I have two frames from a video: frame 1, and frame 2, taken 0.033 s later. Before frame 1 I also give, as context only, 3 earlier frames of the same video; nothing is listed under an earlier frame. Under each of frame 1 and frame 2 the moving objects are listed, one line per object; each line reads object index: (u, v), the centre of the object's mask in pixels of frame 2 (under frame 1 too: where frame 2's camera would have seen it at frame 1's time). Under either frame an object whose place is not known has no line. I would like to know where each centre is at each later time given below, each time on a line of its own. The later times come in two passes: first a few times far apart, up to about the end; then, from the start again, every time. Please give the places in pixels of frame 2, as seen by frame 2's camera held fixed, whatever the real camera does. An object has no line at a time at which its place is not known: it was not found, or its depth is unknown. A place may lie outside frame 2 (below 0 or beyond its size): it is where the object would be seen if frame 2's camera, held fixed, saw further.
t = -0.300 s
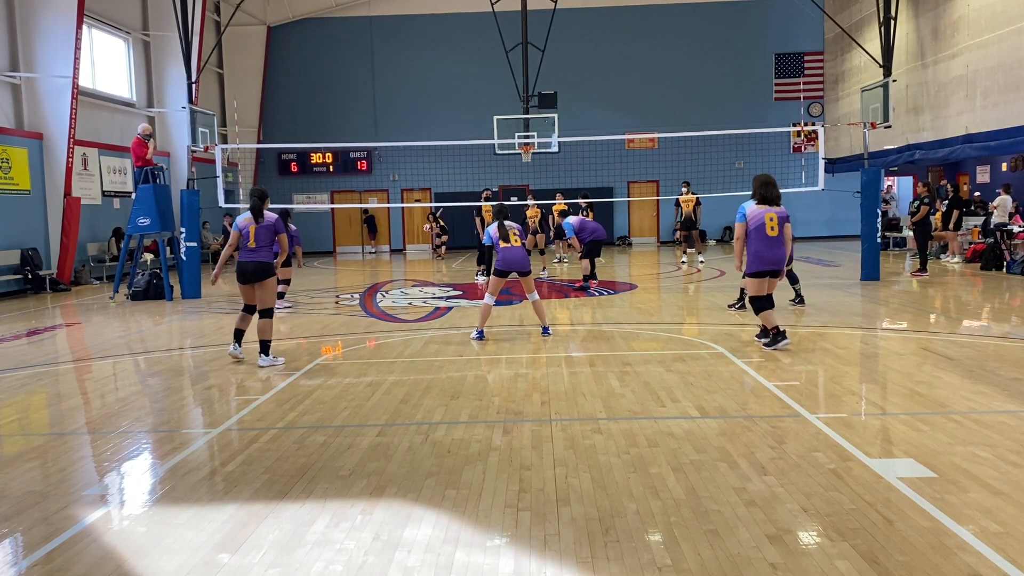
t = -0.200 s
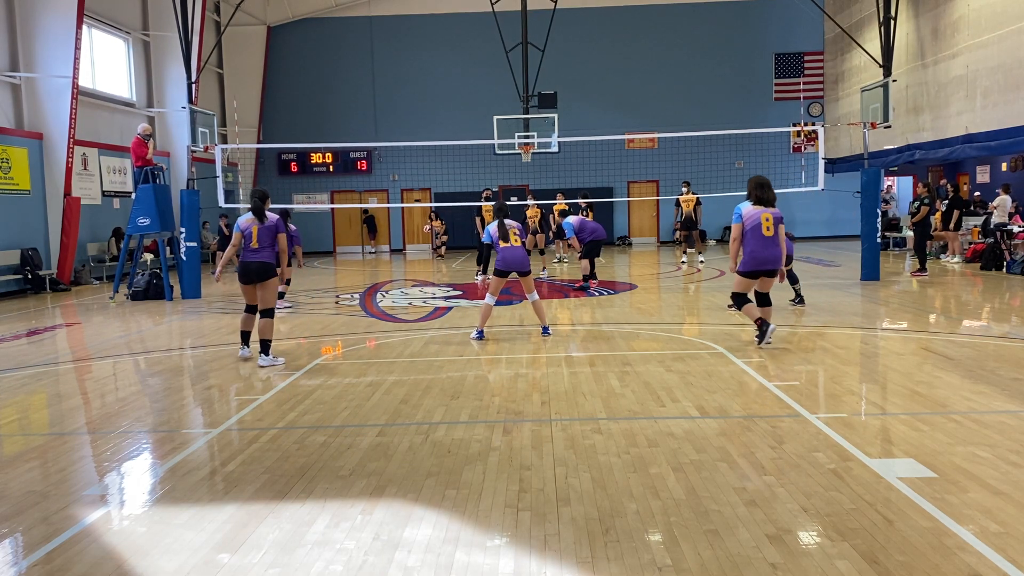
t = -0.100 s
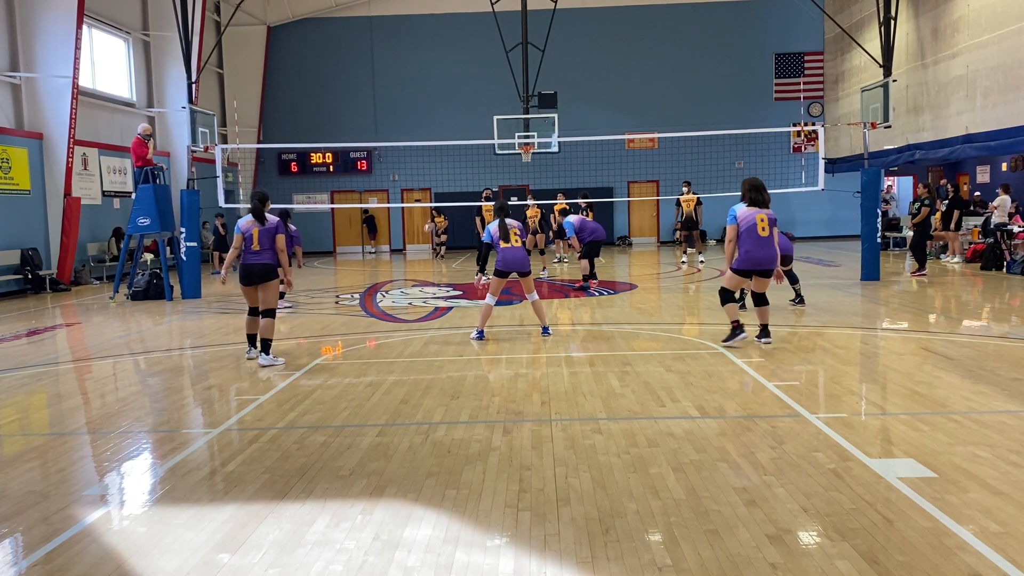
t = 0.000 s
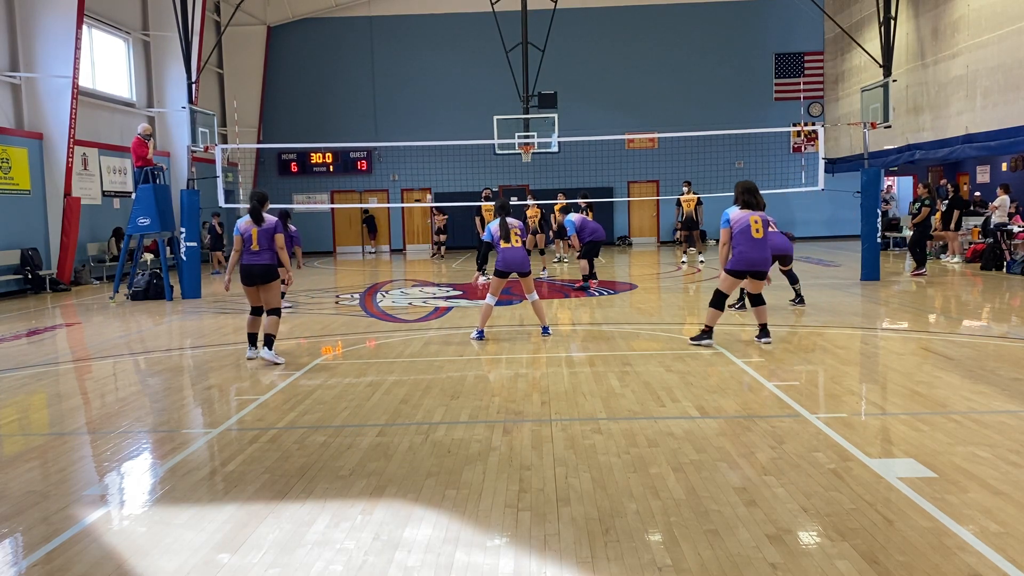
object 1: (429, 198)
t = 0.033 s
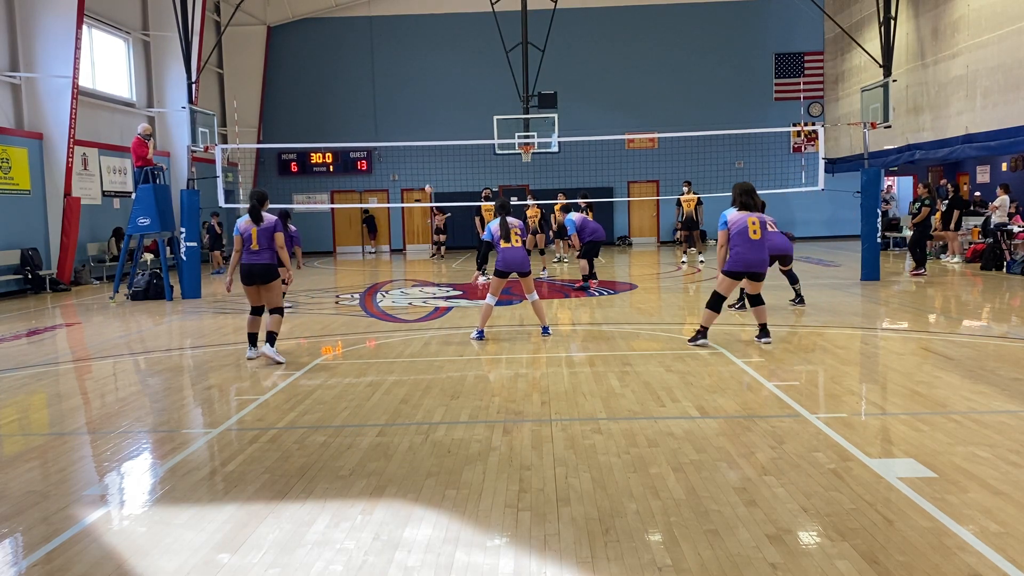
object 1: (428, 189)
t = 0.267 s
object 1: (428, 125)
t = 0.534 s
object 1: (425, 68)
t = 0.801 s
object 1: (421, 35)
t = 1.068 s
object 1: (418, 43)
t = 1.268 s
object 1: (417, 92)
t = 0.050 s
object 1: (429, 184)
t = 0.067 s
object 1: (429, 179)
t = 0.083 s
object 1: (429, 174)
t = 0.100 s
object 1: (429, 169)
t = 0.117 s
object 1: (429, 165)
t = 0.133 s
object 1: (428, 160)
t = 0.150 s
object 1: (429, 156)
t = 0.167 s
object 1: (429, 151)
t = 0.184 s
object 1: (429, 148)
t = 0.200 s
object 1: (428, 142)
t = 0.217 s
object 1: (428, 137)
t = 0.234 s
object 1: (428, 134)
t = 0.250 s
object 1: (428, 130)
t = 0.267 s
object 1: (428, 125)
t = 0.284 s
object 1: (427, 121)
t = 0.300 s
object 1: (427, 117)
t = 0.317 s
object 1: (427, 113)
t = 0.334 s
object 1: (427, 109)
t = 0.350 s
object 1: (427, 105)
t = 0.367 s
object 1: (427, 101)
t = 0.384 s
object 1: (426, 97)
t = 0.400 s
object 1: (426, 94)
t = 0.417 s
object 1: (426, 91)
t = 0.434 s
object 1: (426, 86)
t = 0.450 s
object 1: (426, 83)
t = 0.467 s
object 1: (425, 80)
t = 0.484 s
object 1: (426, 77)
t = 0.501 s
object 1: (425, 74)
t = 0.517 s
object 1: (425, 71)
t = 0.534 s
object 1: (425, 68)
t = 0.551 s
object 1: (425, 65)
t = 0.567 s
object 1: (424, 62)
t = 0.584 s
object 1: (424, 60)
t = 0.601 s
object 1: (424, 57)
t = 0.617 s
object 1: (424, 55)
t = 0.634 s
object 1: (423, 52)
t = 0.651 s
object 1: (423, 50)
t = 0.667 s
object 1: (423, 48)
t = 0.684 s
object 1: (423, 46)
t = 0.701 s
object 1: (423, 44)
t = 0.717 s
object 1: (423, 42)
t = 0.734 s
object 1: (422, 40)
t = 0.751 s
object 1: (422, 39)
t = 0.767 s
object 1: (422, 38)
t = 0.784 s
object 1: (422, 36)
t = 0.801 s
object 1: (421, 35)
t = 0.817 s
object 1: (421, 34)
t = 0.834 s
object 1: (421, 34)
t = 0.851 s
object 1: (421, 33)
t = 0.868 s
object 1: (420, 33)
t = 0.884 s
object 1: (420, 32)
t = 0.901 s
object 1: (420, 32)
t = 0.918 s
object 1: (419, 32)
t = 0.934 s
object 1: (420, 33)
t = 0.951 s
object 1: (419, 33)
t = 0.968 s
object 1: (419, 34)
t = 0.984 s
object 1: (419, 35)
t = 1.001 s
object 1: (419, 36)
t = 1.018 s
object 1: (419, 38)
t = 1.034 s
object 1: (418, 39)
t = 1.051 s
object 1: (418, 41)
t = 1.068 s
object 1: (418, 43)
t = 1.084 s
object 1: (418, 46)
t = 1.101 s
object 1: (418, 48)
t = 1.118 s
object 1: (418, 51)
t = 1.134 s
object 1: (418, 54)
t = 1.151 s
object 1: (417, 58)
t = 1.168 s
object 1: (417, 62)
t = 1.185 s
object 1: (417, 66)
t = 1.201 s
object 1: (417, 71)
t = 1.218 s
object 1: (417, 75)
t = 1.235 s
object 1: (417, 80)
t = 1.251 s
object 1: (417, 86)
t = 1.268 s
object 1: (417, 92)
